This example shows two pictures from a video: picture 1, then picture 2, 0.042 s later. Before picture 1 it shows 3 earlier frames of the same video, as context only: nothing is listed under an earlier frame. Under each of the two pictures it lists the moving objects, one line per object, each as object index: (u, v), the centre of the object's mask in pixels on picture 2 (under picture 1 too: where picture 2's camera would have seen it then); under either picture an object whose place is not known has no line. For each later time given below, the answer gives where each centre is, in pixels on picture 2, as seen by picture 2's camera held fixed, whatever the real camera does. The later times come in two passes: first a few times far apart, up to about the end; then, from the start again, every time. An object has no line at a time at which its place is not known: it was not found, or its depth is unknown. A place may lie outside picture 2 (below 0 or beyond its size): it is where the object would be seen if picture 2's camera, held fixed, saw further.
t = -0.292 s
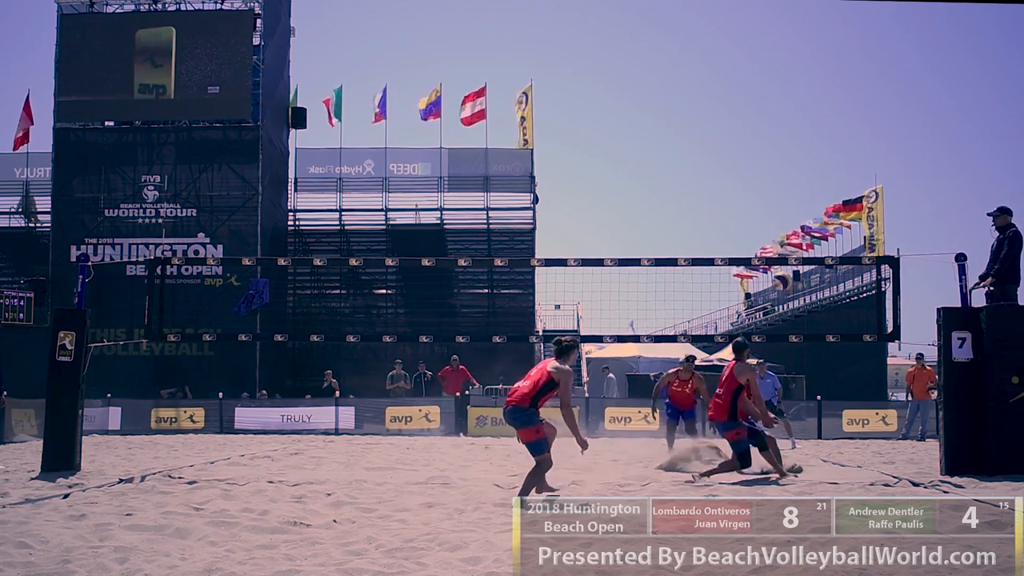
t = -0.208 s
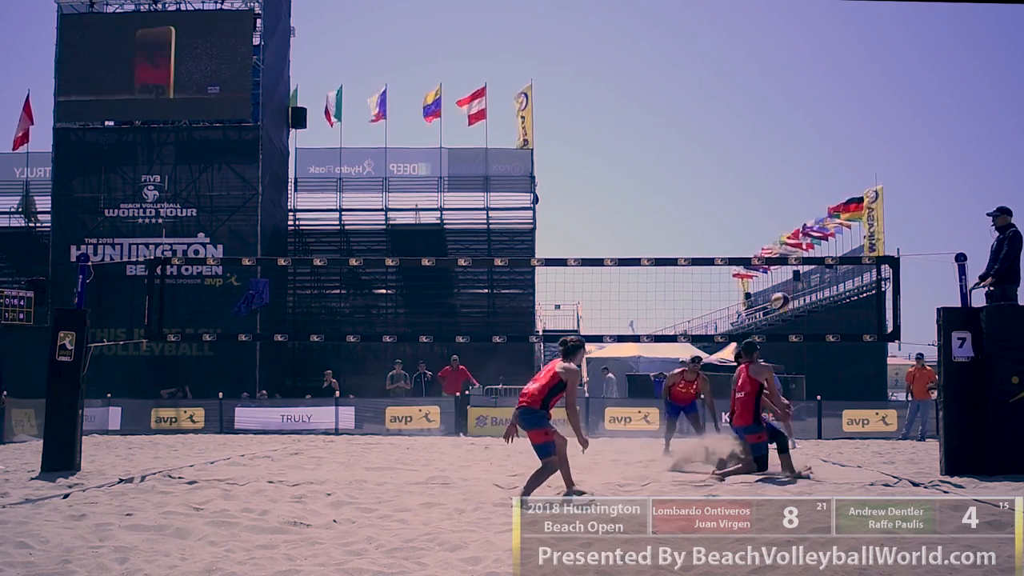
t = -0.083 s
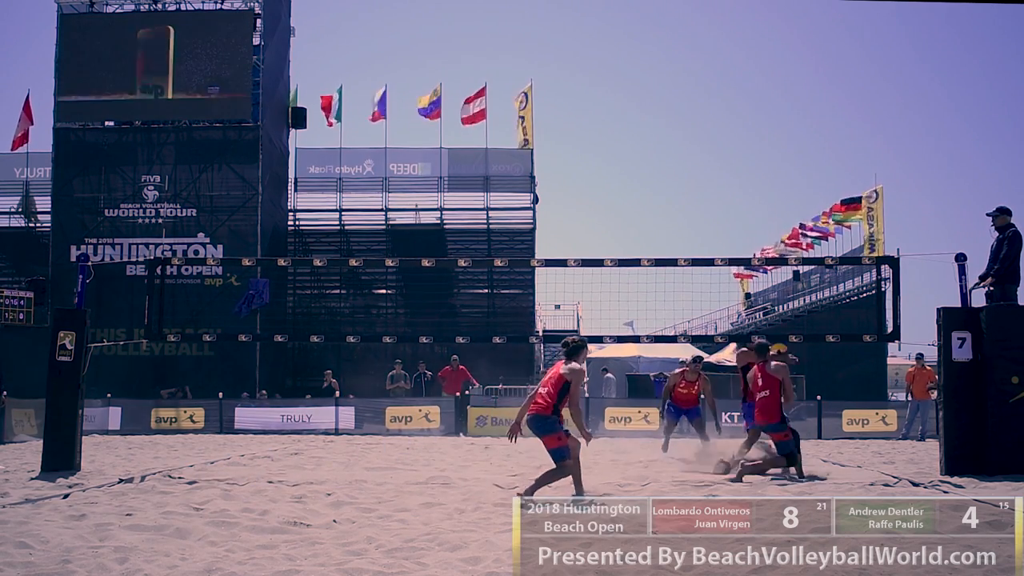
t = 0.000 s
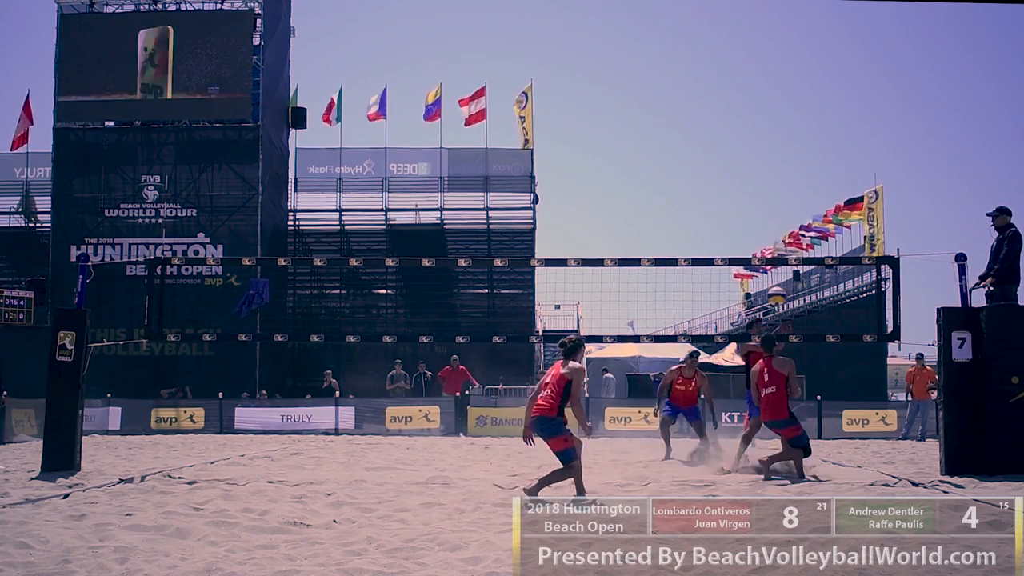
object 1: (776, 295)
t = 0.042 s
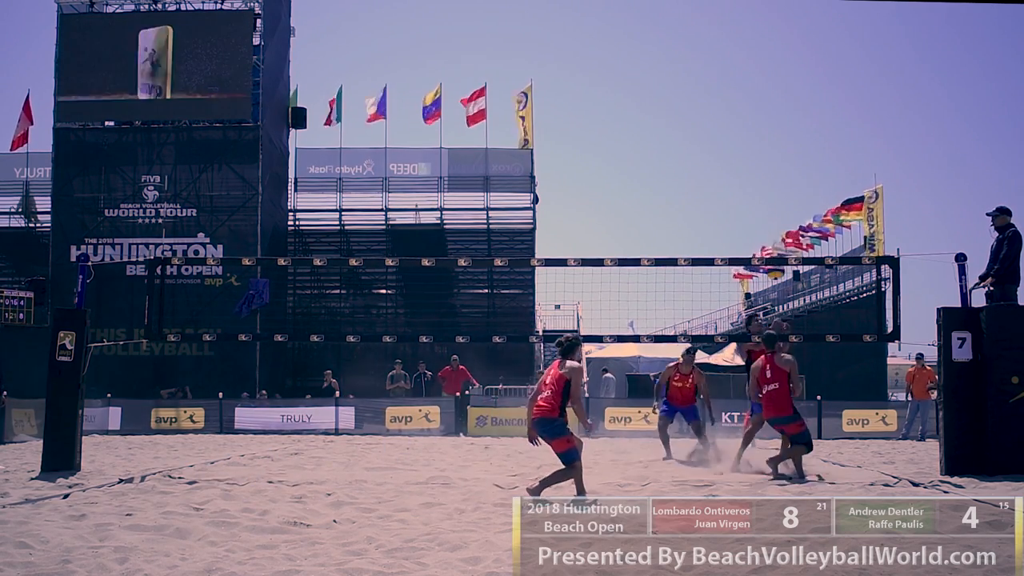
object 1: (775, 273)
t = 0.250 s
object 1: (769, 169)
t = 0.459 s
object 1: (761, 108)
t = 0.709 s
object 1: (749, 86)
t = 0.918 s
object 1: (736, 109)
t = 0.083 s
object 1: (774, 247)
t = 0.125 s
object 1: (773, 225)
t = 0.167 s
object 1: (771, 205)
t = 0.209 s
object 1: (770, 186)
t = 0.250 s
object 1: (769, 169)
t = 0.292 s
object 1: (767, 153)
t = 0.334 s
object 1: (766, 139)
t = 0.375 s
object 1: (765, 127)
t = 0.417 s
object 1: (763, 116)
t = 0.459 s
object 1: (761, 108)
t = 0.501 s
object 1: (760, 100)
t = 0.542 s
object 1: (758, 94)
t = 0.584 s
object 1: (756, 90)
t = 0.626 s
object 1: (754, 87)
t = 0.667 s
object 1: (752, 86)
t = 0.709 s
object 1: (749, 86)
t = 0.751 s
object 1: (747, 88)
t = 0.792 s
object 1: (745, 91)
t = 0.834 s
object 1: (742, 96)
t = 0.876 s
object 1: (739, 102)
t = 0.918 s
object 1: (736, 109)
